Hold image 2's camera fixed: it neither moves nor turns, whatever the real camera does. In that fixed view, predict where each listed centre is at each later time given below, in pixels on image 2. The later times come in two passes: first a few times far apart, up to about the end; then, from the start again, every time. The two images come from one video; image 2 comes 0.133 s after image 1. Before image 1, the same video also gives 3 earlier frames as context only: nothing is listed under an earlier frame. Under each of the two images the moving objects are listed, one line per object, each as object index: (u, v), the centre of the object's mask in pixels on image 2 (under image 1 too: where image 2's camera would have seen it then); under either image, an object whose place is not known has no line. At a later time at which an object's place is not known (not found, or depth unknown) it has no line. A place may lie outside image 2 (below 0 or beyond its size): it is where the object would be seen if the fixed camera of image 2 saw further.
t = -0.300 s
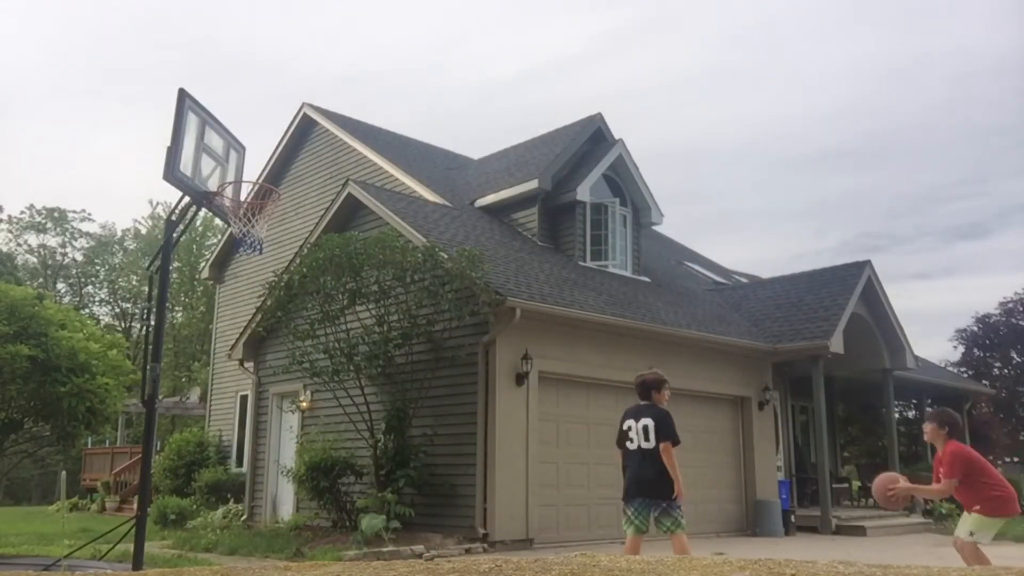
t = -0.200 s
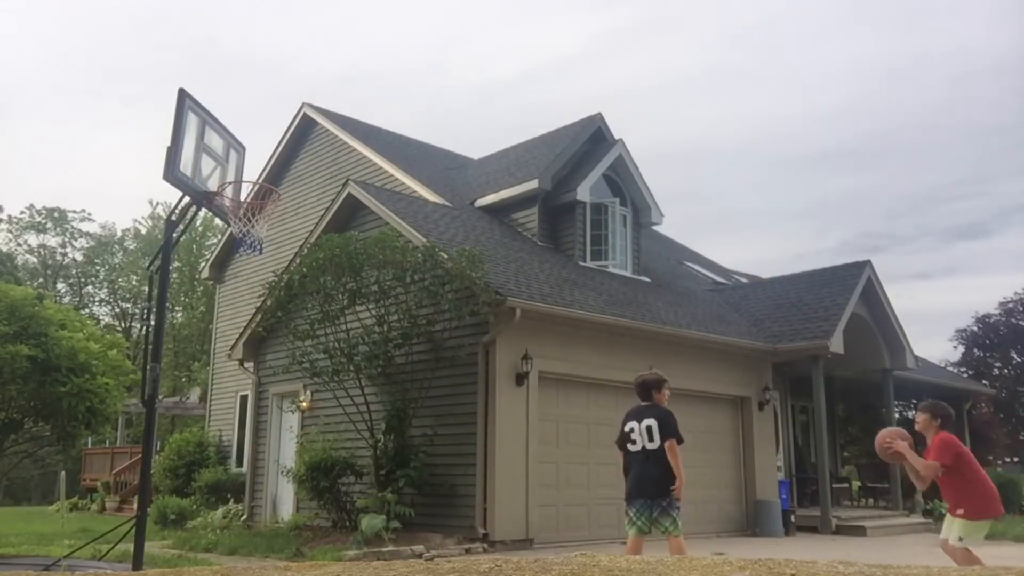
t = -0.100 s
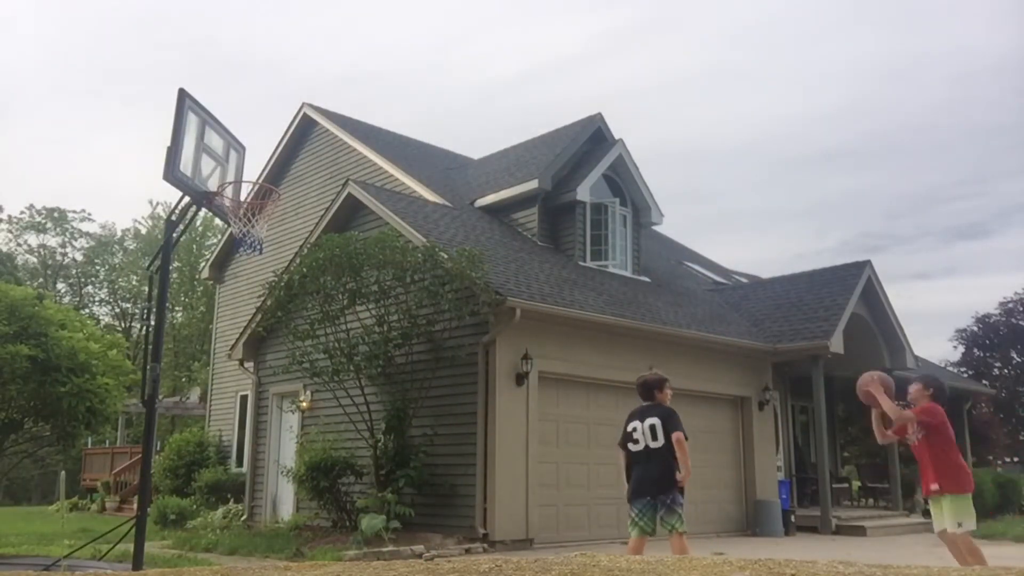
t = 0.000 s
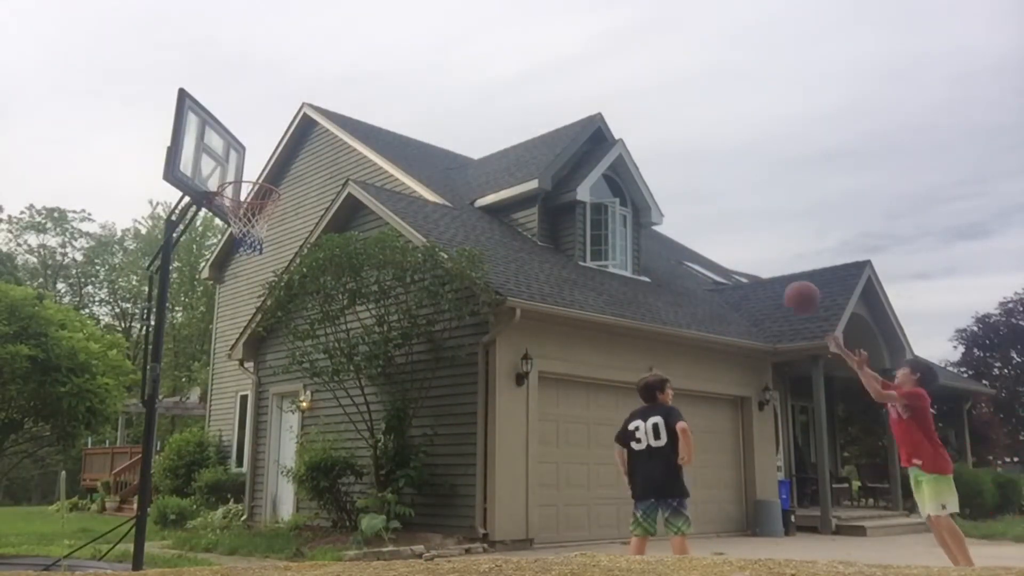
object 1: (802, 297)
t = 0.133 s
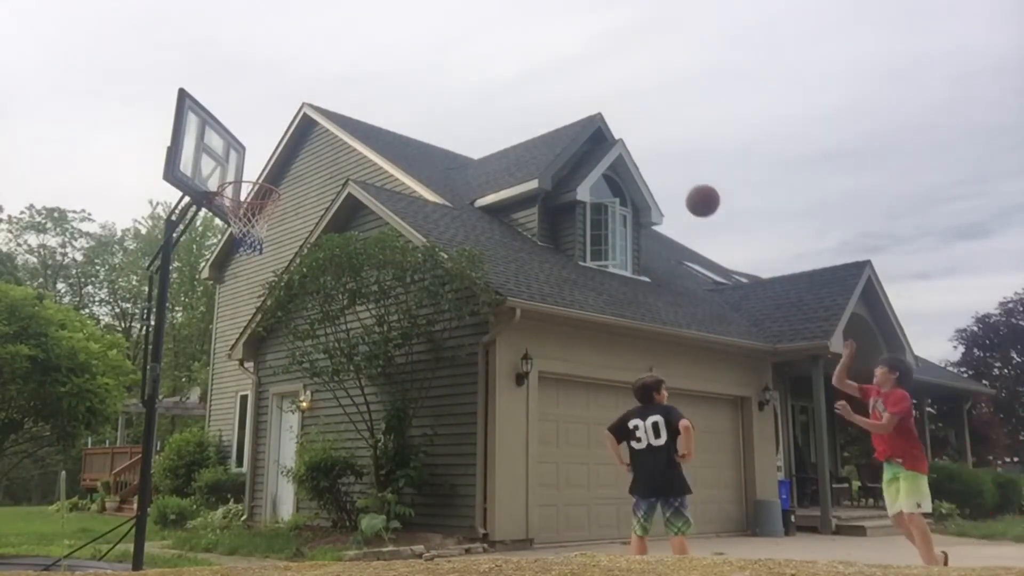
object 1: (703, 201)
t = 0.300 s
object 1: (592, 120)
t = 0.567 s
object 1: (434, 64)
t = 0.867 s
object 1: (268, 102)
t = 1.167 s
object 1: (269, 165)
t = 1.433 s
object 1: (343, 209)
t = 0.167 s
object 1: (680, 181)
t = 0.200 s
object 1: (657, 163)
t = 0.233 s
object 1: (635, 147)
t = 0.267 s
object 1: (613, 132)
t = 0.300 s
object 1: (592, 120)
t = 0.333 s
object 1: (571, 108)
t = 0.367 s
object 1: (551, 98)
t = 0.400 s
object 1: (531, 89)
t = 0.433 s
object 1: (511, 81)
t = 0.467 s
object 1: (491, 75)
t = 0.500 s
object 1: (472, 70)
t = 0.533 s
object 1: (453, 67)
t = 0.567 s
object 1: (434, 64)
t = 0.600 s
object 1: (415, 63)
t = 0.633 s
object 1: (397, 64)
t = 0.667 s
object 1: (378, 65)
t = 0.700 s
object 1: (360, 68)
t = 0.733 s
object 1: (341, 73)
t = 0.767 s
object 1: (323, 78)
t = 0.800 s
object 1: (305, 85)
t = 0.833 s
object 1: (287, 93)
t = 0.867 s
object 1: (268, 102)
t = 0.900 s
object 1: (250, 112)
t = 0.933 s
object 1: (232, 124)
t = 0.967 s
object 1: (213, 137)
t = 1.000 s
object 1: (223, 146)
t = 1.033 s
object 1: (232, 155)
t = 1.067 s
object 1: (240, 167)
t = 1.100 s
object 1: (249, 167)
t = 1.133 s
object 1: (259, 165)
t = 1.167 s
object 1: (269, 165)
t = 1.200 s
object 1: (279, 166)
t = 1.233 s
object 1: (287, 169)
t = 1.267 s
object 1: (298, 172)
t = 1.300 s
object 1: (307, 177)
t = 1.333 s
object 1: (317, 184)
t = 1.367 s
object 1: (325, 191)
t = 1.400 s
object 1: (335, 199)
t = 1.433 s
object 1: (343, 209)
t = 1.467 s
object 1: (352, 218)
